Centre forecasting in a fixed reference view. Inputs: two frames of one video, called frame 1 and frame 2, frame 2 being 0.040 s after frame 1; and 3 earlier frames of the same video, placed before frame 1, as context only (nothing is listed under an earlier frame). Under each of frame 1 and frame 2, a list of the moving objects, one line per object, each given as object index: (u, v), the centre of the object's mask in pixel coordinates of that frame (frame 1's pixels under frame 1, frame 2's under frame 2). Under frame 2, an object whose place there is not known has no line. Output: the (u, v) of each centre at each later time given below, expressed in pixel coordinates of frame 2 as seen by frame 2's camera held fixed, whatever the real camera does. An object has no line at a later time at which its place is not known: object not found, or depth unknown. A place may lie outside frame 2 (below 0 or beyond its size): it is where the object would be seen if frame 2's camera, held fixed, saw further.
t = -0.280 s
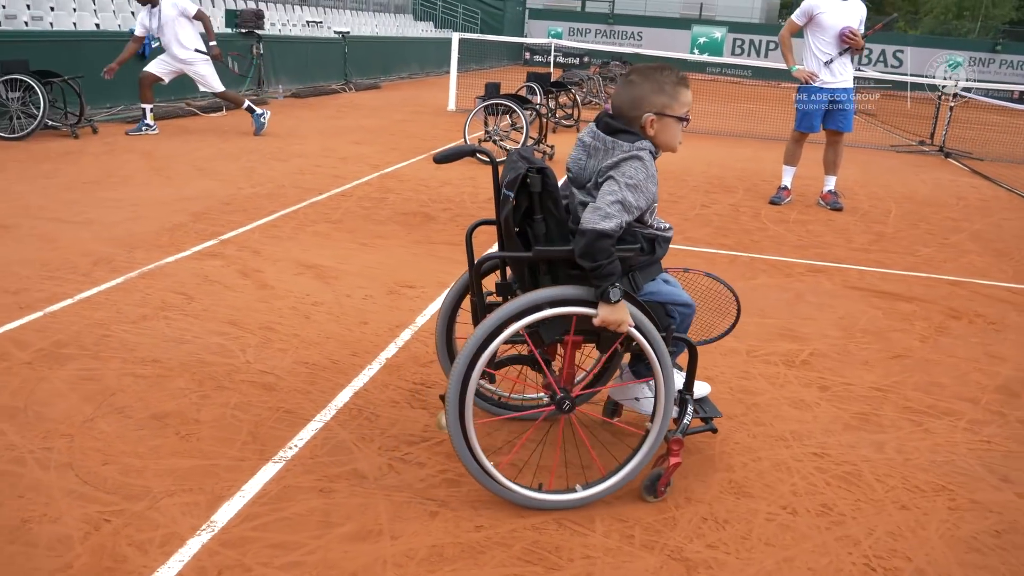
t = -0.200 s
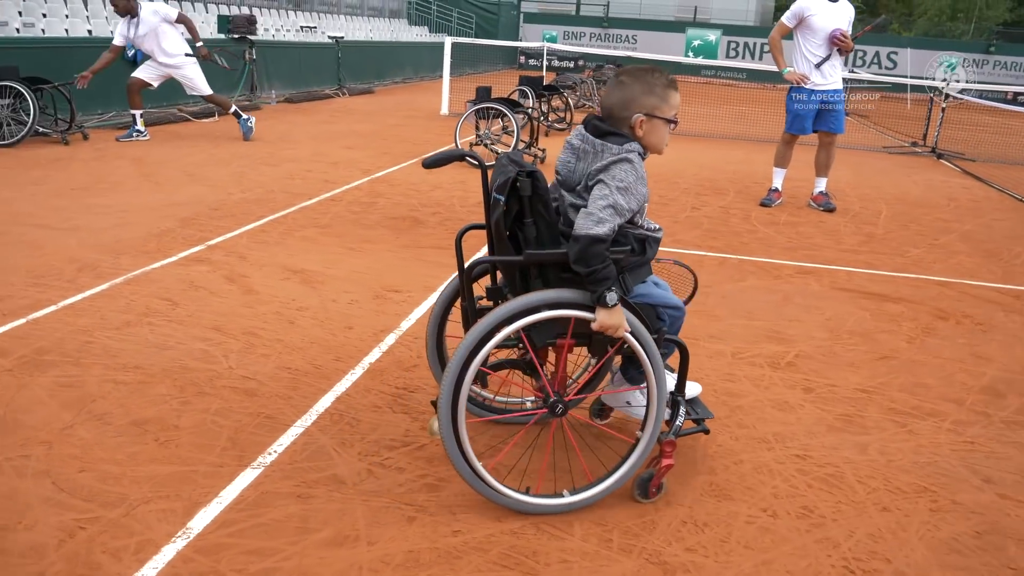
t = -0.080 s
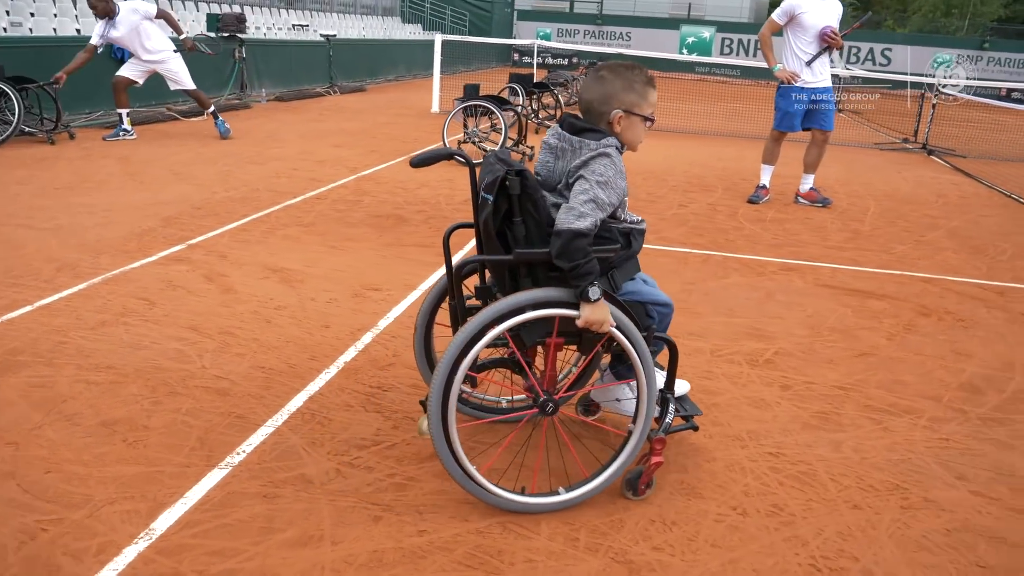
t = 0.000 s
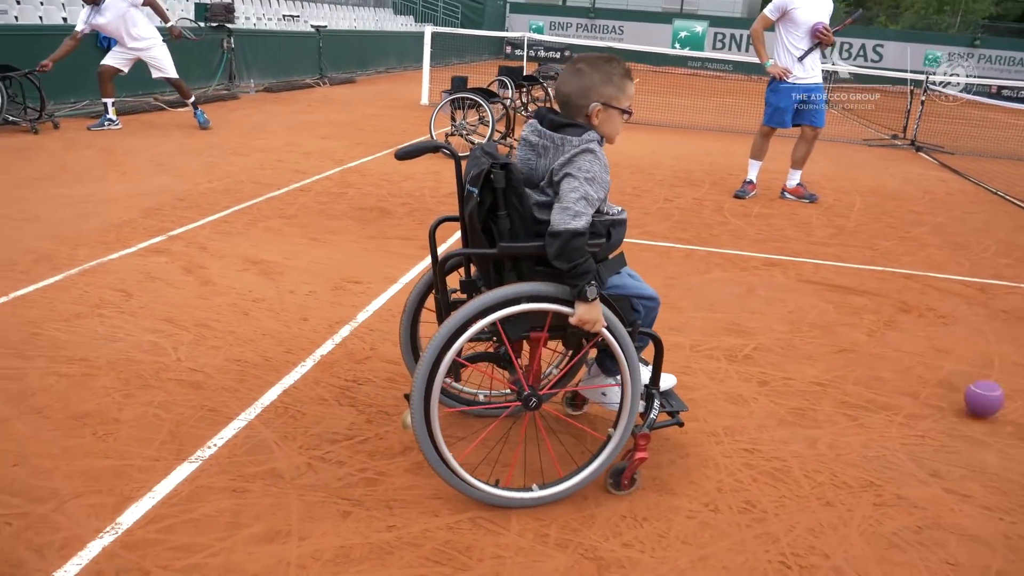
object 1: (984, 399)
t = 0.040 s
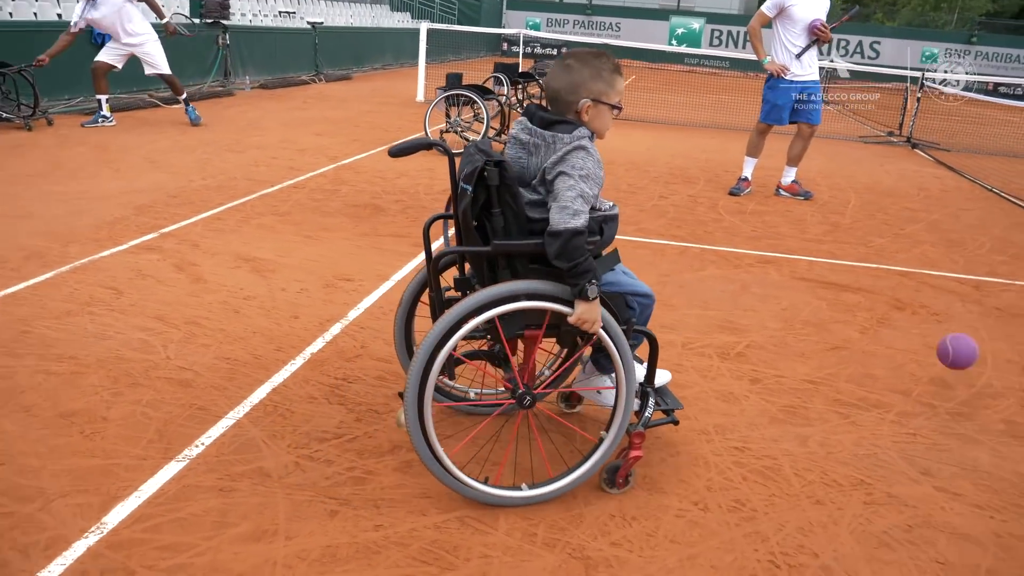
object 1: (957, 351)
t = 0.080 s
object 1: (937, 311)
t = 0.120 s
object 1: (916, 274)
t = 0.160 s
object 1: (892, 240)
